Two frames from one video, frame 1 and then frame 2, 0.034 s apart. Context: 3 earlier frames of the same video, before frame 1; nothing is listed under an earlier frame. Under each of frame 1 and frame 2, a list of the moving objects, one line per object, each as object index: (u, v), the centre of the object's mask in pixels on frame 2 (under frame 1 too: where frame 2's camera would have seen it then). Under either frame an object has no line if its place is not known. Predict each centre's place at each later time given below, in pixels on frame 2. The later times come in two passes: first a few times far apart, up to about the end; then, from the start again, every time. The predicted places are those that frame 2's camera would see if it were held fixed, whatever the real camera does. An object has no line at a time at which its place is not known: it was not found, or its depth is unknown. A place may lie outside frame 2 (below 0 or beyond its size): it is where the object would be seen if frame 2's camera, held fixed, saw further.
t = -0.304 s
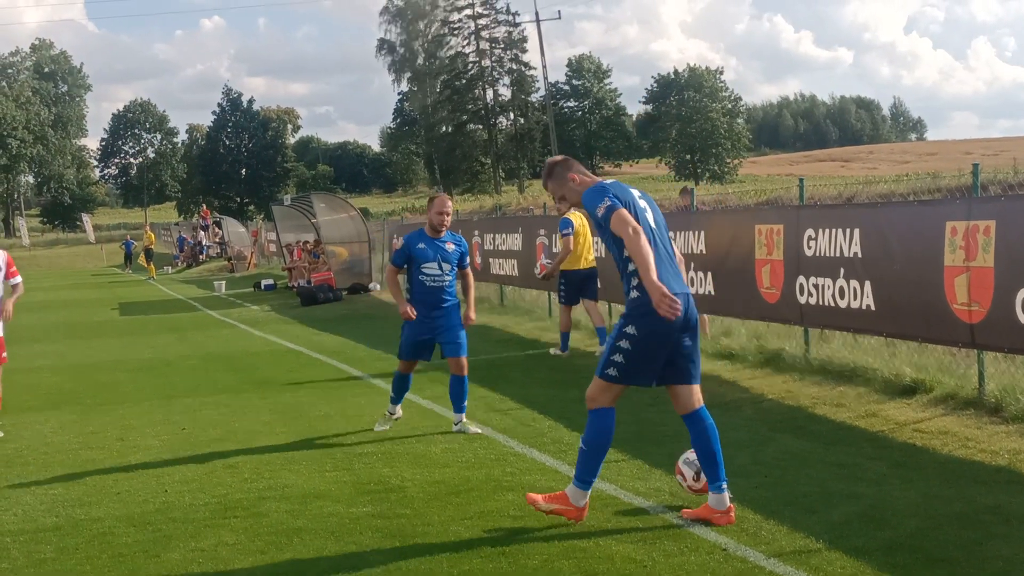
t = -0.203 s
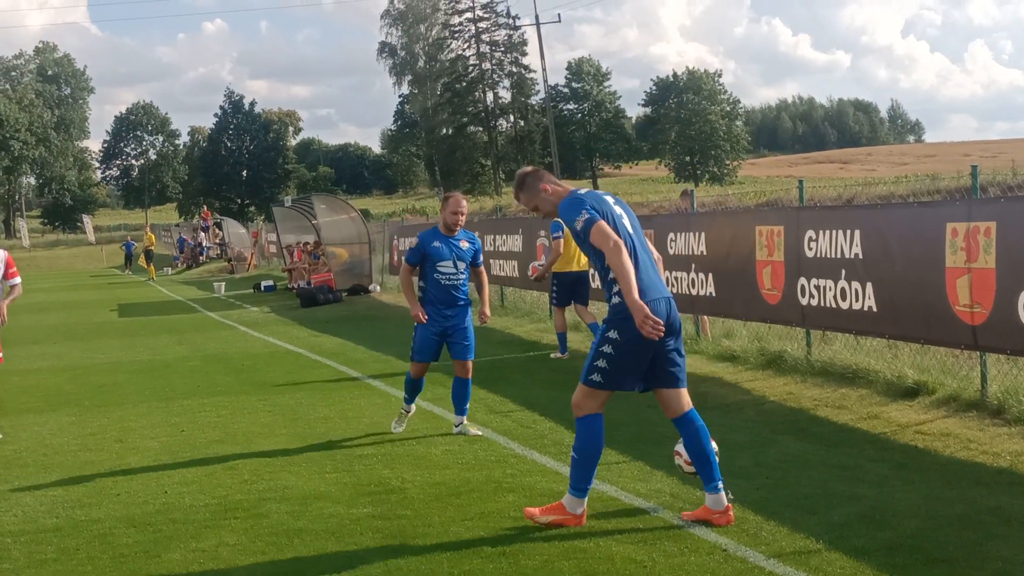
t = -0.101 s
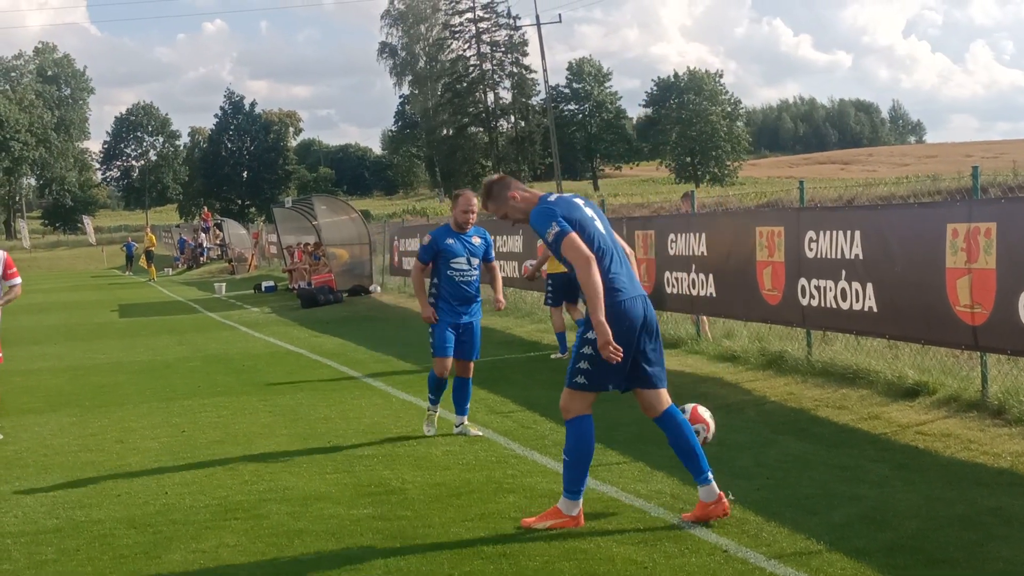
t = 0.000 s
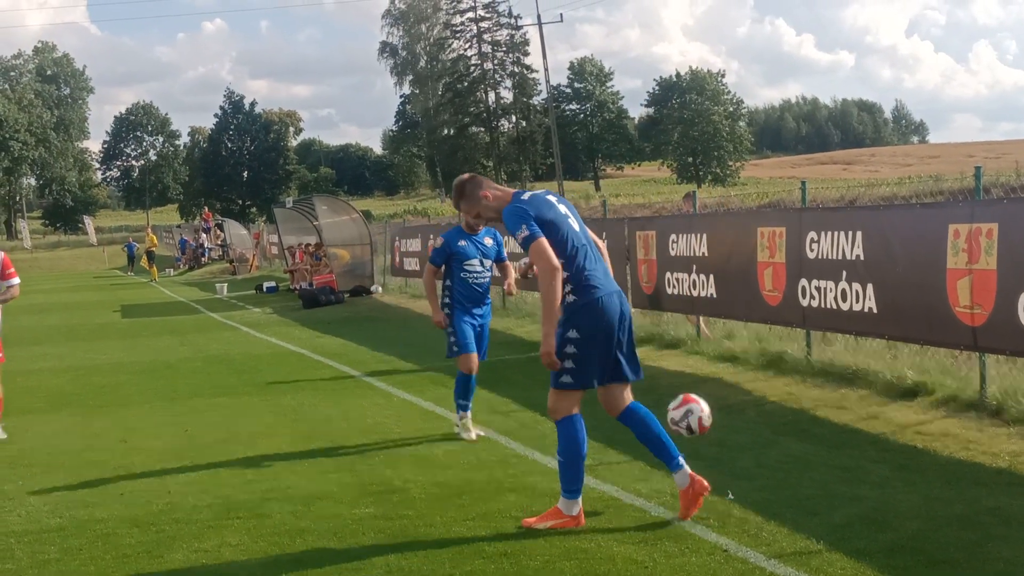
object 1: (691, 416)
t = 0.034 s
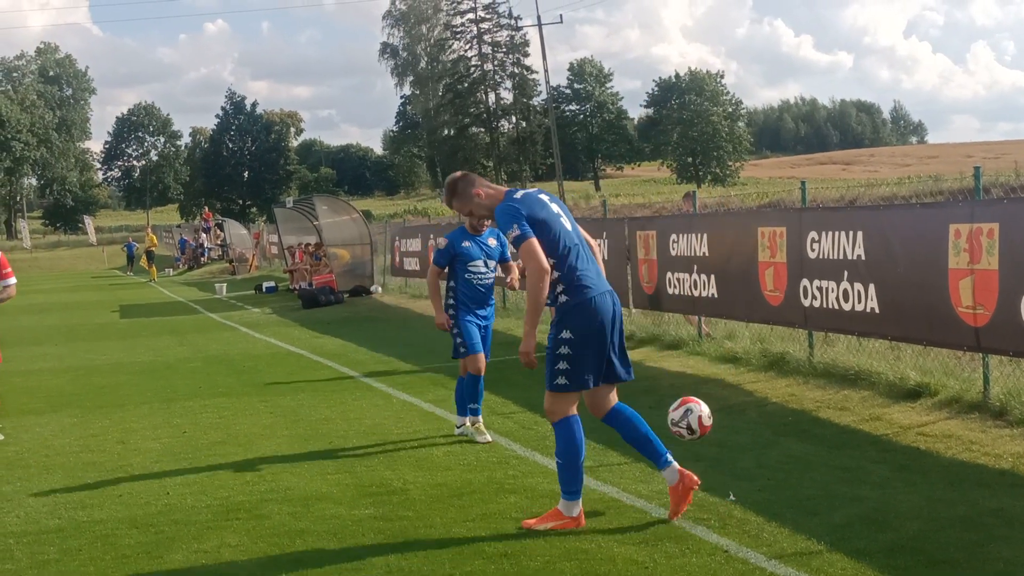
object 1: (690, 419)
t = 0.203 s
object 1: (687, 457)
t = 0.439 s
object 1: (685, 448)
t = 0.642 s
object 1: (689, 471)
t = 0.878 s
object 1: (689, 467)
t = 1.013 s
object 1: (691, 467)
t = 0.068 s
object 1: (689, 421)
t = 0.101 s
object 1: (688, 427)
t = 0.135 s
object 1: (687, 435)
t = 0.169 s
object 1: (687, 445)
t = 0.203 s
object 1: (687, 457)
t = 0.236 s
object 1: (687, 471)
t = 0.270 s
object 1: (687, 478)
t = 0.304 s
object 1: (686, 468)
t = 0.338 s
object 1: (686, 459)
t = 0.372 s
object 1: (685, 453)
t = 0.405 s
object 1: (685, 450)
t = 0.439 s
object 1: (685, 448)
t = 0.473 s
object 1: (685, 449)
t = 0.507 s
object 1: (685, 452)
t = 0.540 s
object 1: (686, 456)
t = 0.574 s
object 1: (686, 463)
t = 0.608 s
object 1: (686, 472)
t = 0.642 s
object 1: (689, 471)
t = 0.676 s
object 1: (686, 464)
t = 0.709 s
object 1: (686, 463)
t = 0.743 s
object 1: (687, 463)
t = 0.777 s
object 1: (687, 464)
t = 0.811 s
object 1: (688, 468)
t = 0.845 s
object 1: (688, 469)
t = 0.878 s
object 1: (689, 467)
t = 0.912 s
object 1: (689, 467)
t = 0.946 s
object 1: (690, 468)
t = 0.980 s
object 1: (691, 467)
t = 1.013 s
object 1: (691, 467)
